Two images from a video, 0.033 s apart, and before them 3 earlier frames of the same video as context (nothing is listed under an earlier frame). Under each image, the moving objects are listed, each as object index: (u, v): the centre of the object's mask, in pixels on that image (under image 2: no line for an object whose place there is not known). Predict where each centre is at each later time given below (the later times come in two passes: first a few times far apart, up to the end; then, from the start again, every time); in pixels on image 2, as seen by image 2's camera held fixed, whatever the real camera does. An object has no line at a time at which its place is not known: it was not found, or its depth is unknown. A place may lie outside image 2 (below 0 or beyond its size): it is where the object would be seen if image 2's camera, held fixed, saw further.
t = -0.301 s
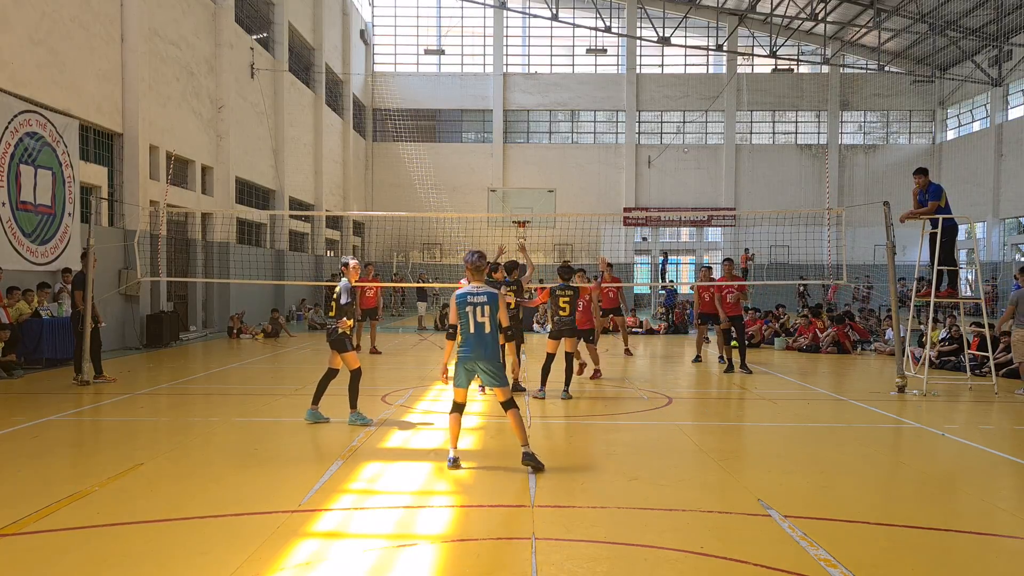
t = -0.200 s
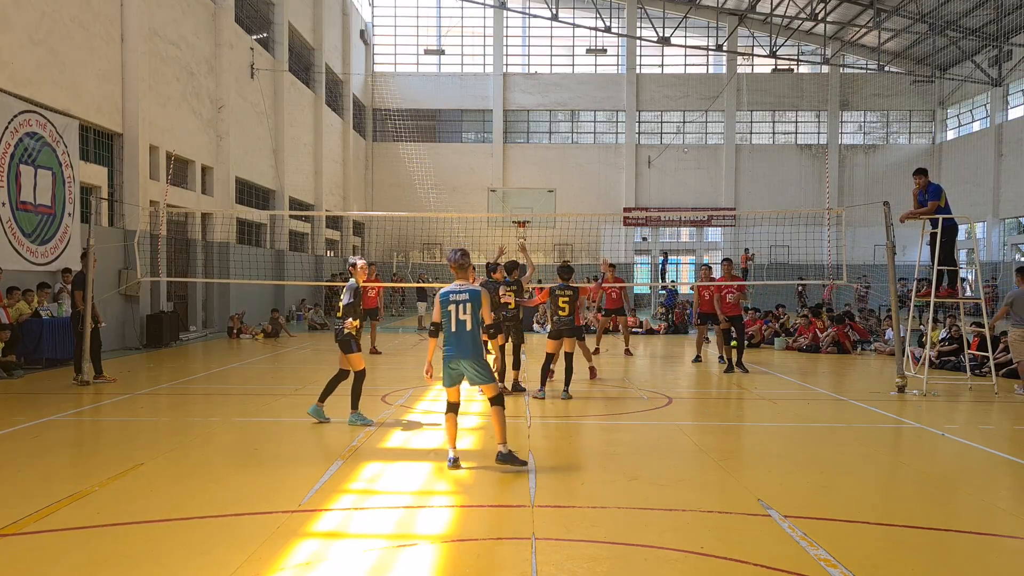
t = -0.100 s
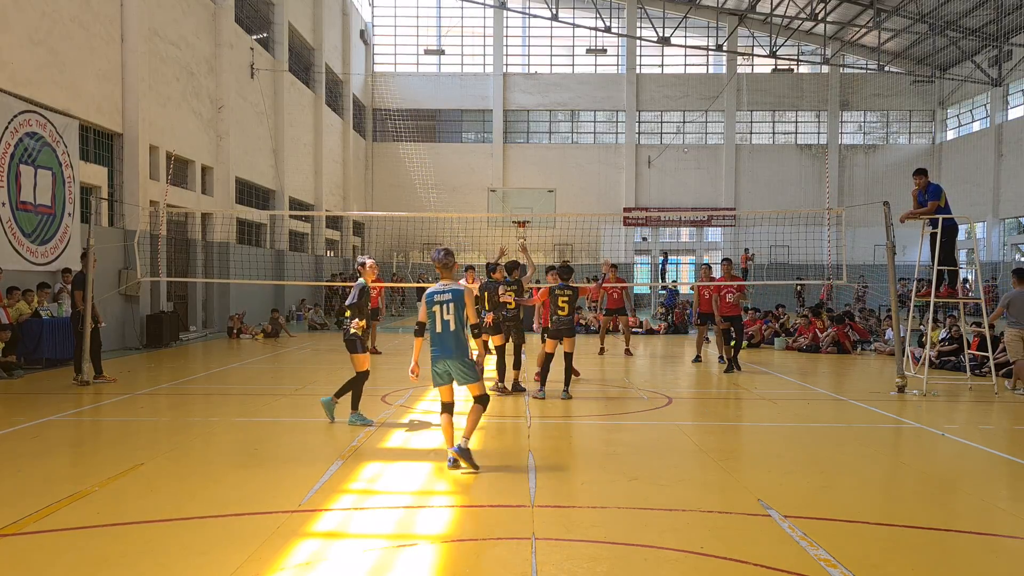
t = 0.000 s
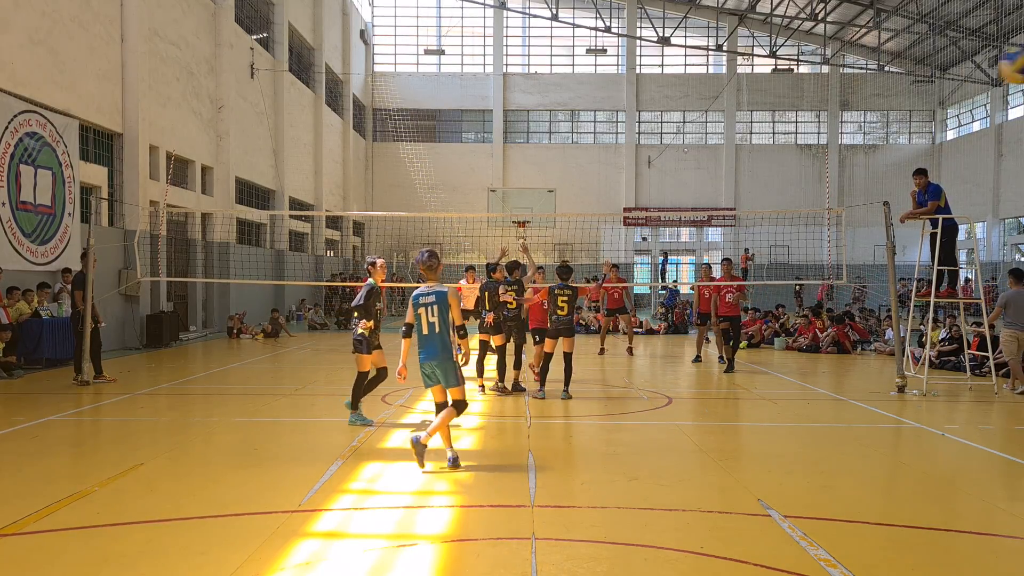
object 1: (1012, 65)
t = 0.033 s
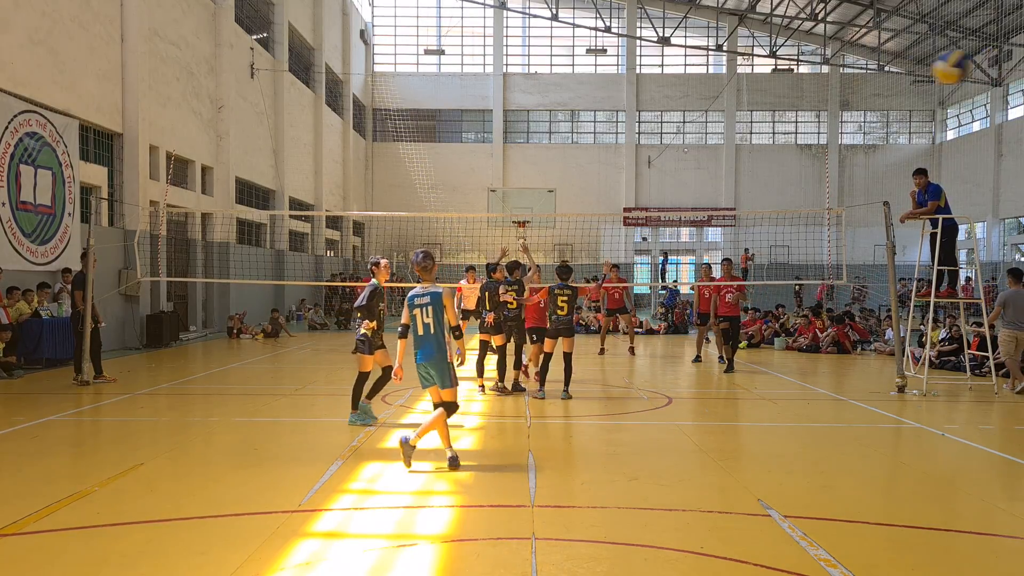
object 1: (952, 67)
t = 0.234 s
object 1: (713, 102)
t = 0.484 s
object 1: (587, 166)
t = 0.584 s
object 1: (558, 193)
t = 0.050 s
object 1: (922, 69)
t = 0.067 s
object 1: (895, 70)
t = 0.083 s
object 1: (869, 73)
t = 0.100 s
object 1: (846, 75)
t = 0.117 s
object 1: (825, 78)
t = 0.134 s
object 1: (806, 80)
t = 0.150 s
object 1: (787, 84)
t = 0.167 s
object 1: (769, 88)
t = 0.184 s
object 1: (754, 91)
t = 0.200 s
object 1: (739, 94)
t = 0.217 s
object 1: (725, 98)
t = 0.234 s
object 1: (713, 102)
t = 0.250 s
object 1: (700, 106)
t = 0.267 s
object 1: (689, 110)
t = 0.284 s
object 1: (679, 114)
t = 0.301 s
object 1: (668, 118)
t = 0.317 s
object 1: (659, 121)
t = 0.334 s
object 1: (649, 126)
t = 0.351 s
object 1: (641, 130)
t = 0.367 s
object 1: (633, 135)
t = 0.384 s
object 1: (624, 139)
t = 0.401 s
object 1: (618, 143)
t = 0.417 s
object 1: (611, 148)
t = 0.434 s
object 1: (605, 152)
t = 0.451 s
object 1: (599, 157)
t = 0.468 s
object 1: (593, 161)
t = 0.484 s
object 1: (587, 166)
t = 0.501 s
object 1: (581, 170)
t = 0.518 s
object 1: (576, 175)
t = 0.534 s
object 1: (571, 179)
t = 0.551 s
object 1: (567, 184)
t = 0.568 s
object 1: (562, 189)
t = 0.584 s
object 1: (558, 193)
